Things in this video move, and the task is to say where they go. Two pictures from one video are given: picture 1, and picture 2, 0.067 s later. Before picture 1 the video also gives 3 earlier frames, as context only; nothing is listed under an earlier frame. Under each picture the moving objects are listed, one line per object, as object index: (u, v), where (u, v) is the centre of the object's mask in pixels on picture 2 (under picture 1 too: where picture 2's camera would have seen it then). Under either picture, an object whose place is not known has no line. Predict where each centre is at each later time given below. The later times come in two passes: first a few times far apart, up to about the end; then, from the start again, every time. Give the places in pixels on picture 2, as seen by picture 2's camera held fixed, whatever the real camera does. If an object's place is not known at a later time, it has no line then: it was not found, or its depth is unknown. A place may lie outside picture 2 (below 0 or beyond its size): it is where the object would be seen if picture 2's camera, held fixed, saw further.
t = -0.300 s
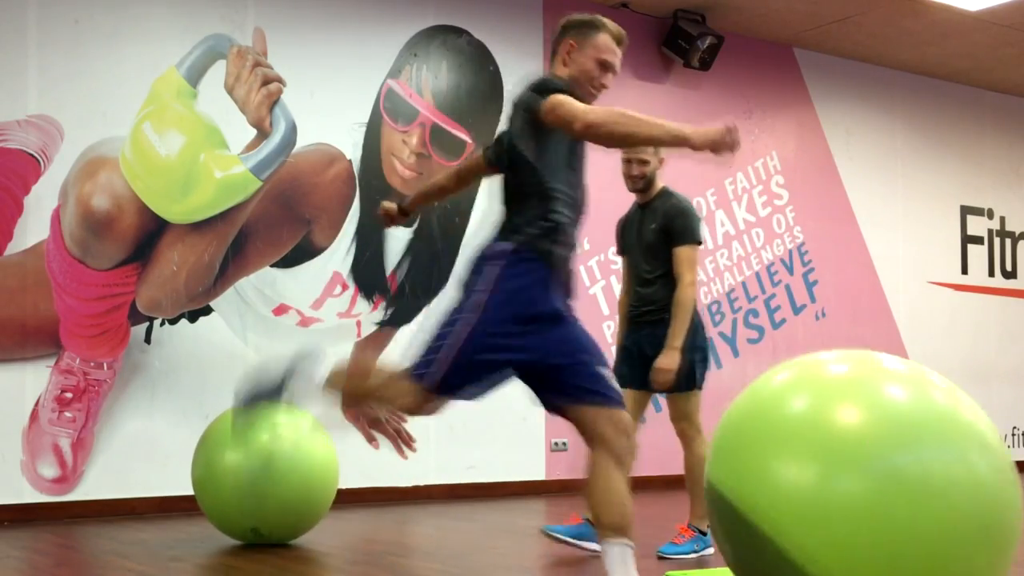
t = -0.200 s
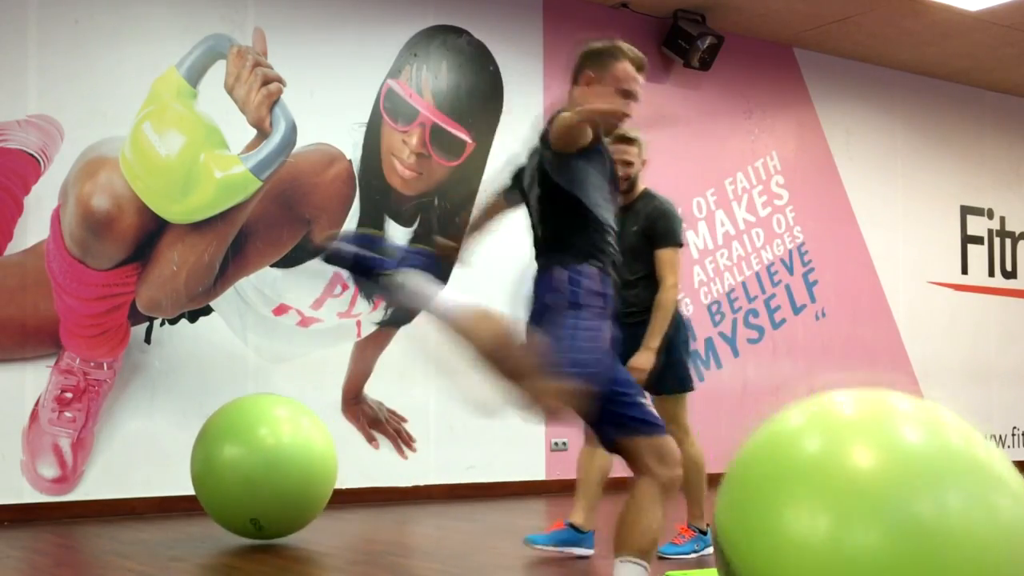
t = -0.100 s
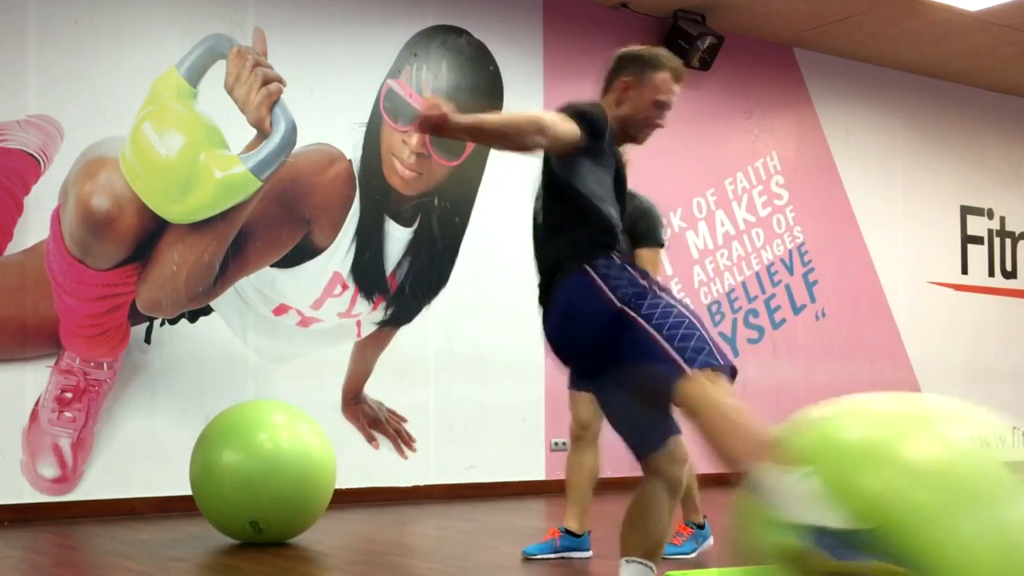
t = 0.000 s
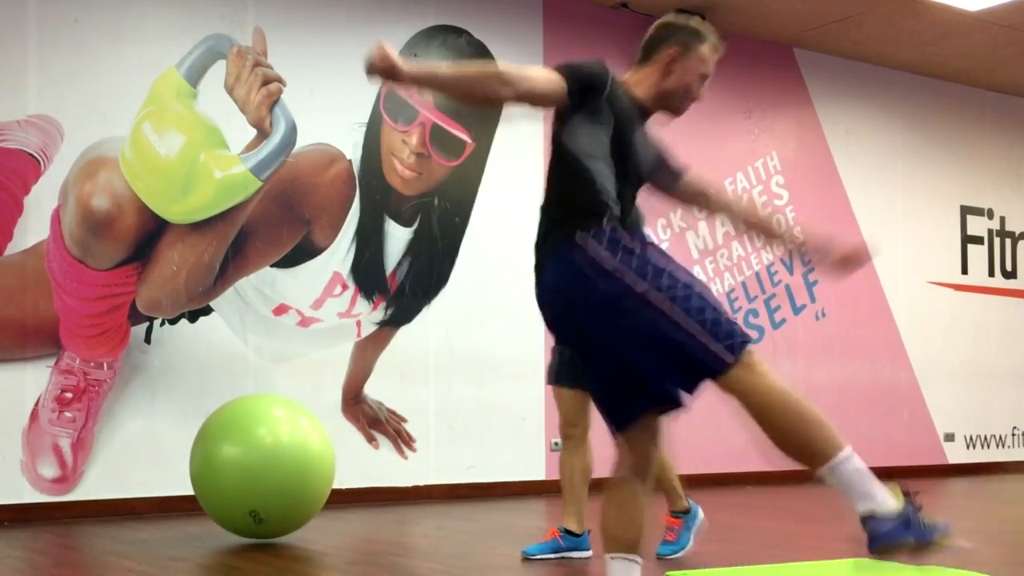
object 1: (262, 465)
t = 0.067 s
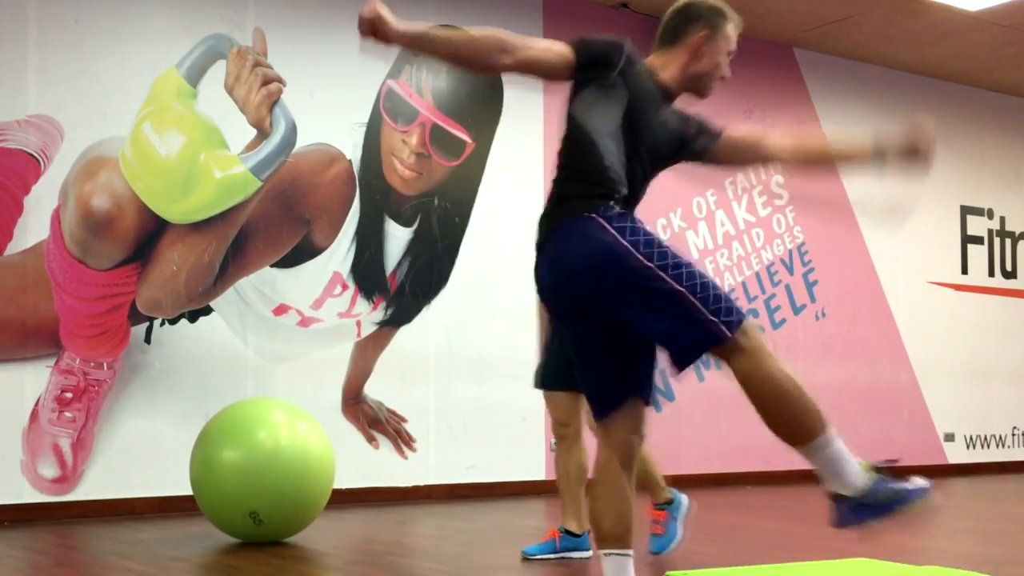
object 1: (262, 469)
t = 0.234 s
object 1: (263, 467)
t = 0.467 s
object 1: (266, 468)
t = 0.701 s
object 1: (272, 465)
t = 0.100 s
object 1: (262, 470)
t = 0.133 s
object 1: (262, 468)
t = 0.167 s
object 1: (262, 466)
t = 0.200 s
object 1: (262, 465)
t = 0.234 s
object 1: (263, 467)
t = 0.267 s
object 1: (263, 469)
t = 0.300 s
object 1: (263, 469)
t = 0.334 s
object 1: (264, 467)
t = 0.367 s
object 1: (264, 465)
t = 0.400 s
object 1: (265, 465)
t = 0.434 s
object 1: (265, 467)
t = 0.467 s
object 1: (266, 468)
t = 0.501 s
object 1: (267, 467)
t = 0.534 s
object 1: (267, 465)
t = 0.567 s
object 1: (268, 464)
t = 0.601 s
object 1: (269, 465)
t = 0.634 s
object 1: (270, 467)
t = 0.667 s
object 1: (271, 466)
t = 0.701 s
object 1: (272, 465)
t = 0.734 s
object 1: (273, 464)
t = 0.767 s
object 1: (275, 465)
